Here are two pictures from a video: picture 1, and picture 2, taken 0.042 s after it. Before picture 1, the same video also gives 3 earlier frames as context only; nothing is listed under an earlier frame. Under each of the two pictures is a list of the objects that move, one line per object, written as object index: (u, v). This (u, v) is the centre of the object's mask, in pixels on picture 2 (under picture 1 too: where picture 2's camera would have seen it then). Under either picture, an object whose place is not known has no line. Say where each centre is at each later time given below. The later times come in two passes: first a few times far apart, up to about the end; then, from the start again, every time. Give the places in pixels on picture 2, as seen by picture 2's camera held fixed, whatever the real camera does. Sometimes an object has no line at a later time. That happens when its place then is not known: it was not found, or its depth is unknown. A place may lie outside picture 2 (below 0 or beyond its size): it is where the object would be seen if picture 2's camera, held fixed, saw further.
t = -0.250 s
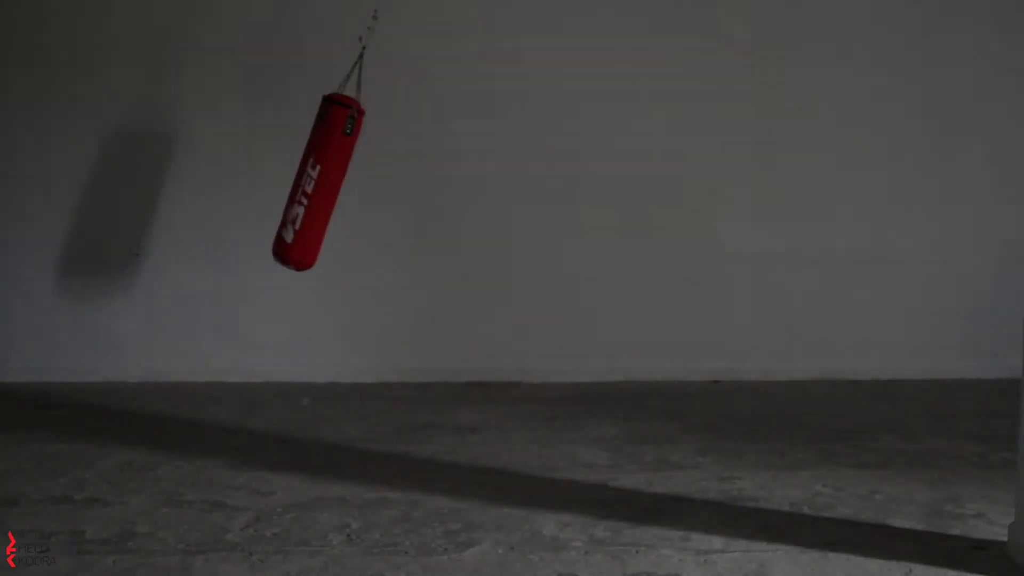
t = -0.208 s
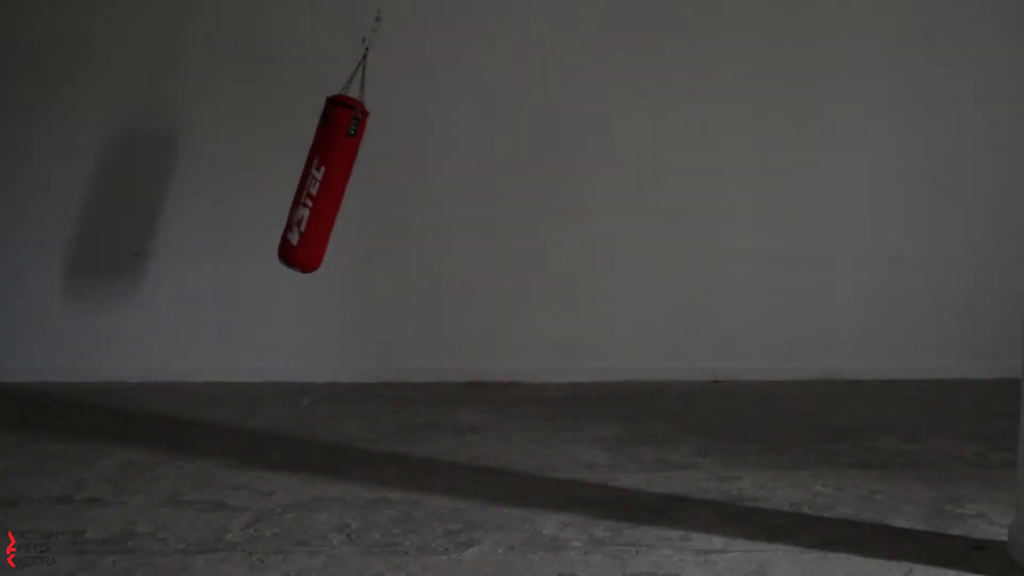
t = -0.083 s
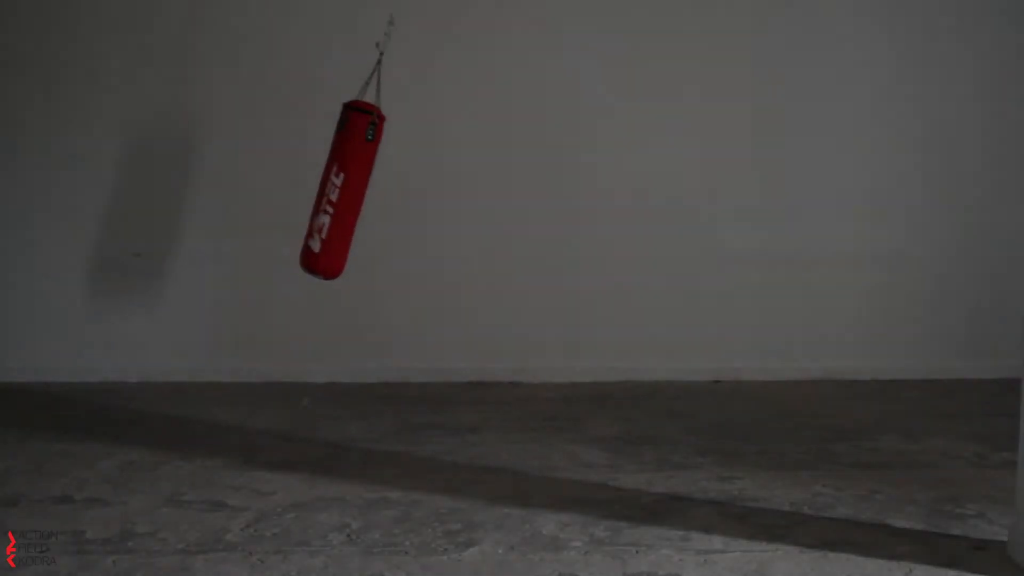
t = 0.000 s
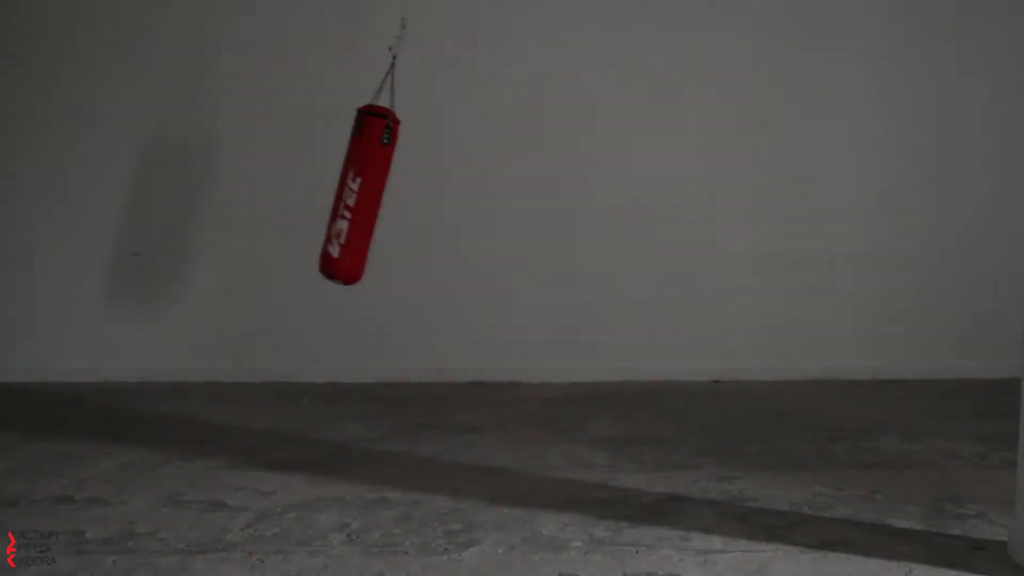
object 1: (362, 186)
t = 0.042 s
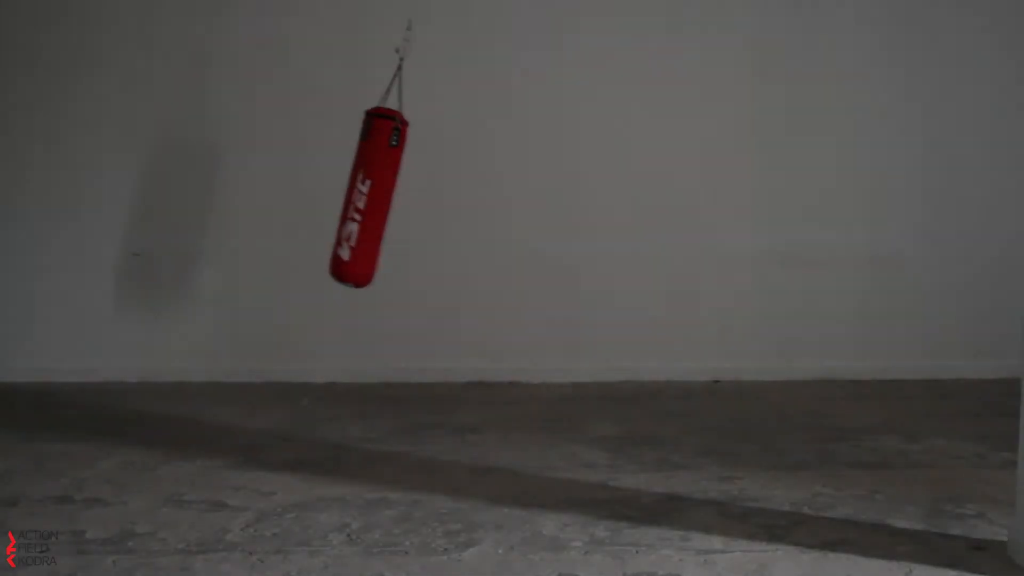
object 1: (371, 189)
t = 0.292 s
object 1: (439, 200)
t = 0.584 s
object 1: (532, 202)
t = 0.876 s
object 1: (614, 190)
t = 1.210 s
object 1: (669, 173)
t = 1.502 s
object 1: (673, 171)
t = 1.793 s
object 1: (634, 184)
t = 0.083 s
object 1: (381, 191)
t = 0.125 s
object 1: (392, 193)
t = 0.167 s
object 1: (403, 195)
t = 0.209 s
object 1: (415, 197)
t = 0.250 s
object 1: (427, 199)
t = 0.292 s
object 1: (439, 200)
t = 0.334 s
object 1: (452, 201)
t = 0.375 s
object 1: (465, 202)
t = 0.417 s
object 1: (479, 203)
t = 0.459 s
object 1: (492, 204)
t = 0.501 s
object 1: (505, 203)
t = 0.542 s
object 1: (518, 202)
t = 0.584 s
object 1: (532, 202)
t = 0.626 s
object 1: (545, 201)
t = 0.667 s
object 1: (557, 199)
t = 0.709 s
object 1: (570, 198)
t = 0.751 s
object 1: (582, 196)
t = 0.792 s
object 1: (593, 194)
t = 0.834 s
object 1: (604, 192)
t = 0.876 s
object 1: (614, 190)
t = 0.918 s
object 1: (623, 187)
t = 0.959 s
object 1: (632, 184)
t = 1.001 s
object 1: (640, 182)
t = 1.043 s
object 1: (648, 180)
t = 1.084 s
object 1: (654, 178)
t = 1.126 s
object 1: (660, 176)
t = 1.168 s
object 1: (665, 174)
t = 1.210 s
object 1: (669, 173)
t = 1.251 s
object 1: (672, 172)
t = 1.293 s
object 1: (675, 171)
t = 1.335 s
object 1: (676, 170)
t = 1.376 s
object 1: (677, 170)
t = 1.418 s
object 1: (676, 170)
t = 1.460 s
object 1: (675, 171)
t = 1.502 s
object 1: (673, 171)
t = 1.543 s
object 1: (670, 172)
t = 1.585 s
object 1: (666, 174)
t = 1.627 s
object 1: (661, 175)
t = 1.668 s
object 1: (655, 177)
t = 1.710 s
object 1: (649, 179)
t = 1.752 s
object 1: (642, 182)
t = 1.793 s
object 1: (634, 184)
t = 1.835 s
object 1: (625, 186)
